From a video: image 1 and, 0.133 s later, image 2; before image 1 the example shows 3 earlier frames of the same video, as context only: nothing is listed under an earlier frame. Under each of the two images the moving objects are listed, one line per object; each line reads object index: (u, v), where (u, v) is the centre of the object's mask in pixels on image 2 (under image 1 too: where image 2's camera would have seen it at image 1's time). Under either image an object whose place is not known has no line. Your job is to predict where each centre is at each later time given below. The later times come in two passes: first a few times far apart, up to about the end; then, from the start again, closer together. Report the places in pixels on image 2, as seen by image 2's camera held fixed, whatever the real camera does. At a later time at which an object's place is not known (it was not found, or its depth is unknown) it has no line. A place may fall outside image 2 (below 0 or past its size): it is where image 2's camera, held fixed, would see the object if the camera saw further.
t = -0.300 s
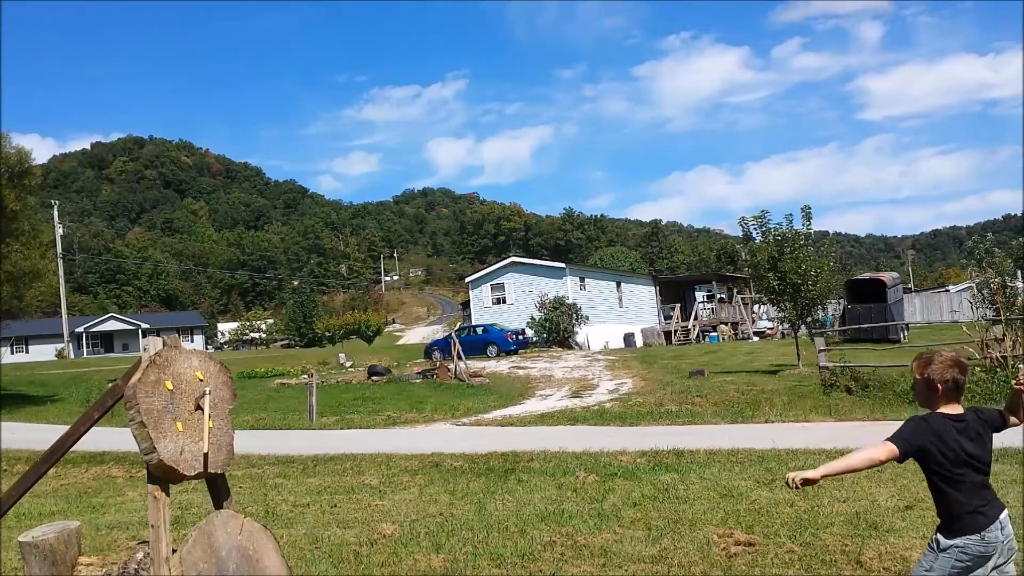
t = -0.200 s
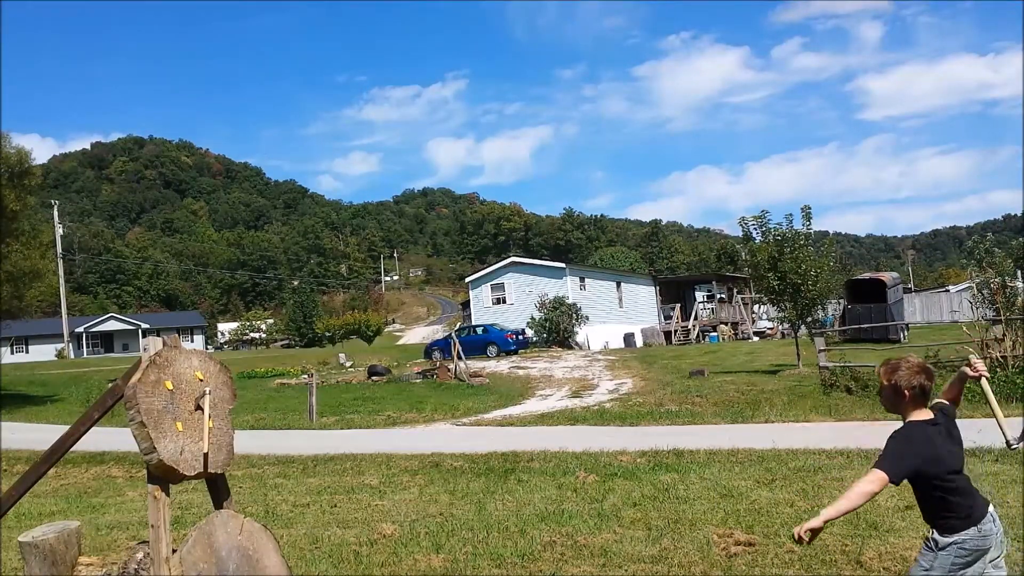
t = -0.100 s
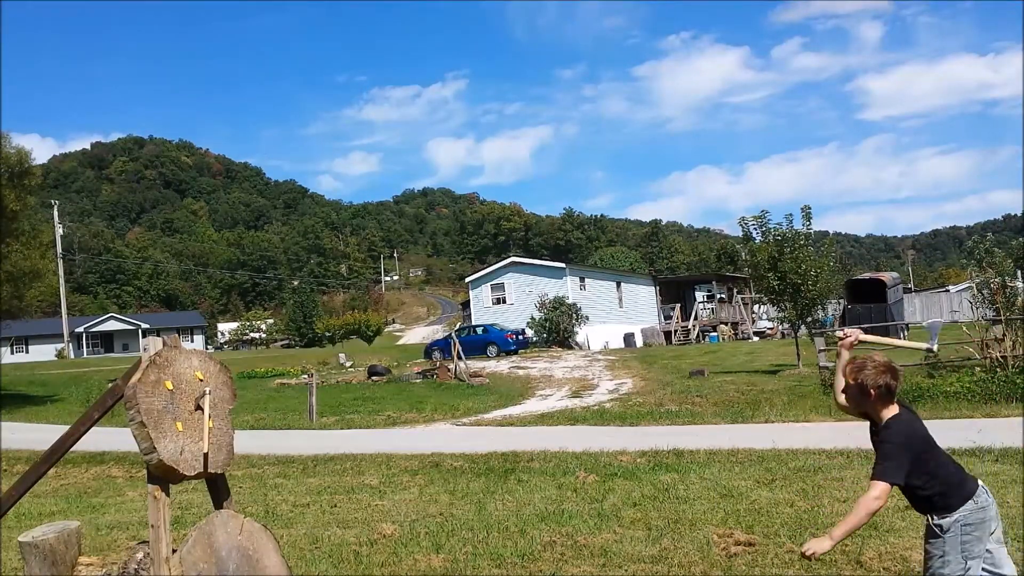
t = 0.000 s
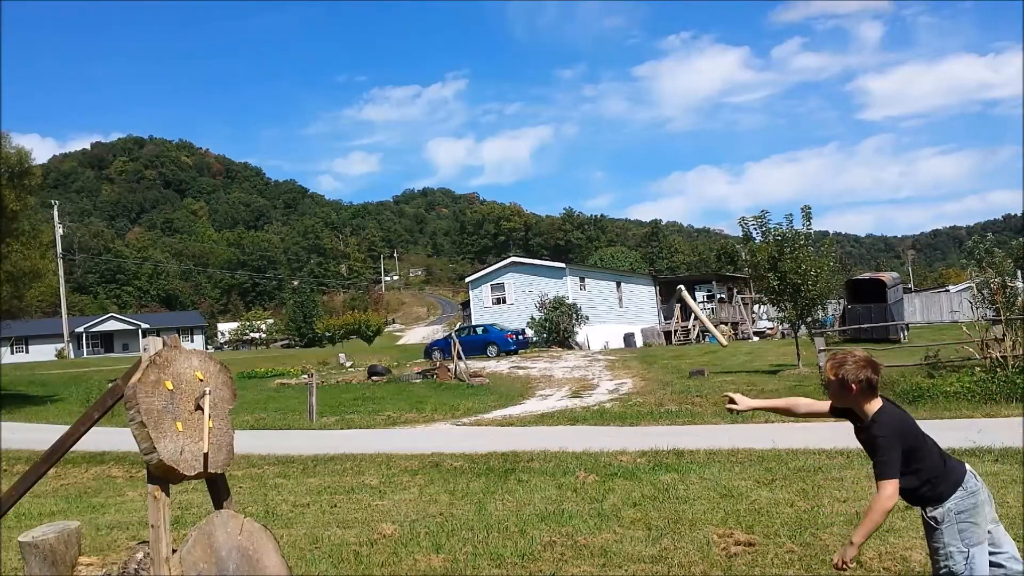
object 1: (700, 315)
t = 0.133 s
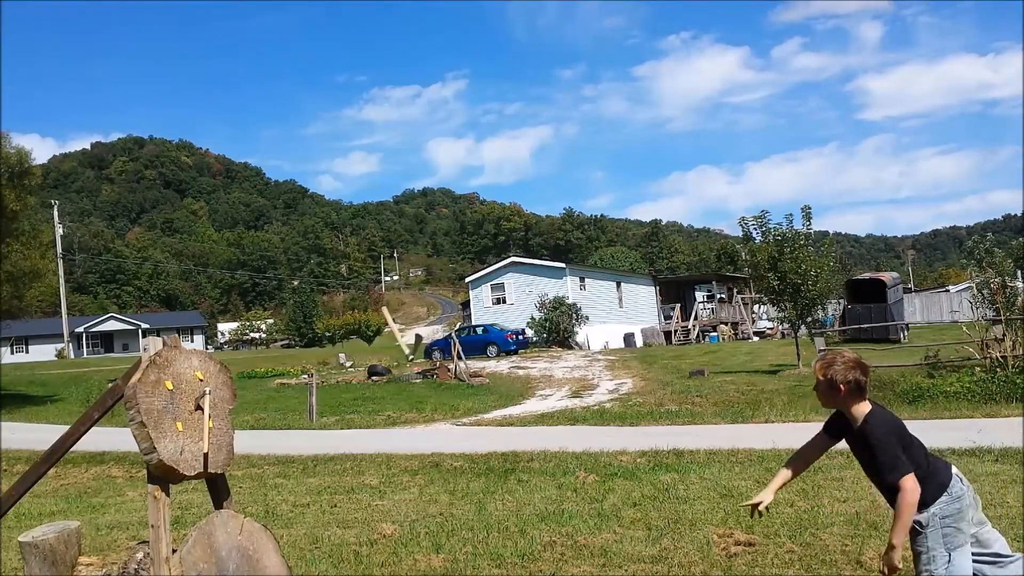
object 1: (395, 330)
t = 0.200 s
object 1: (279, 382)
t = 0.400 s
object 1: (204, 417)
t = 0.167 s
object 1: (327, 363)
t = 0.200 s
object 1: (279, 382)
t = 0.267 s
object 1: (206, 418)
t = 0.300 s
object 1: (204, 416)
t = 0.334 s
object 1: (205, 416)
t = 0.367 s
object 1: (205, 416)
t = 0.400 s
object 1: (204, 417)
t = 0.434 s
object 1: (204, 416)
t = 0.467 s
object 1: (205, 416)
